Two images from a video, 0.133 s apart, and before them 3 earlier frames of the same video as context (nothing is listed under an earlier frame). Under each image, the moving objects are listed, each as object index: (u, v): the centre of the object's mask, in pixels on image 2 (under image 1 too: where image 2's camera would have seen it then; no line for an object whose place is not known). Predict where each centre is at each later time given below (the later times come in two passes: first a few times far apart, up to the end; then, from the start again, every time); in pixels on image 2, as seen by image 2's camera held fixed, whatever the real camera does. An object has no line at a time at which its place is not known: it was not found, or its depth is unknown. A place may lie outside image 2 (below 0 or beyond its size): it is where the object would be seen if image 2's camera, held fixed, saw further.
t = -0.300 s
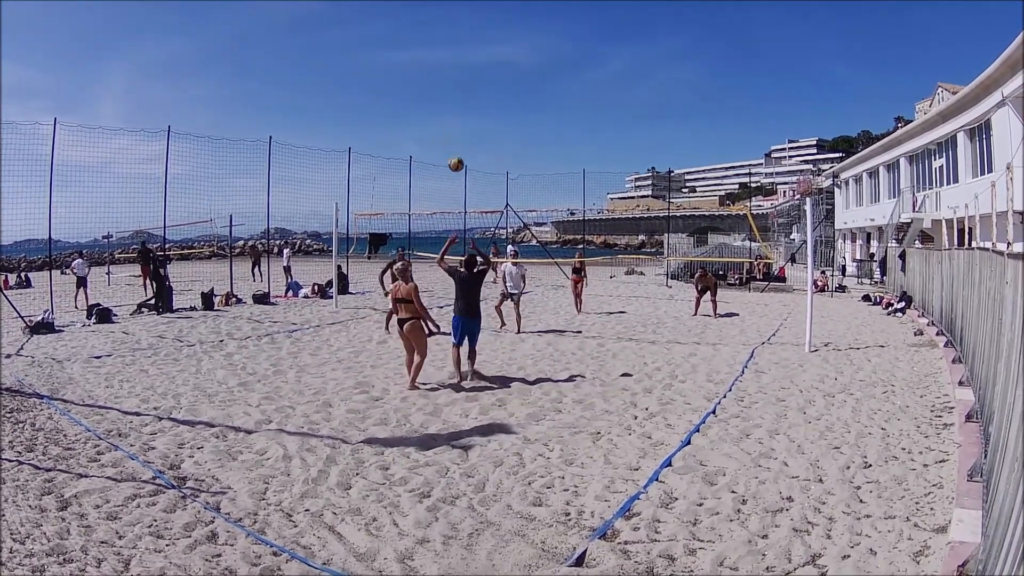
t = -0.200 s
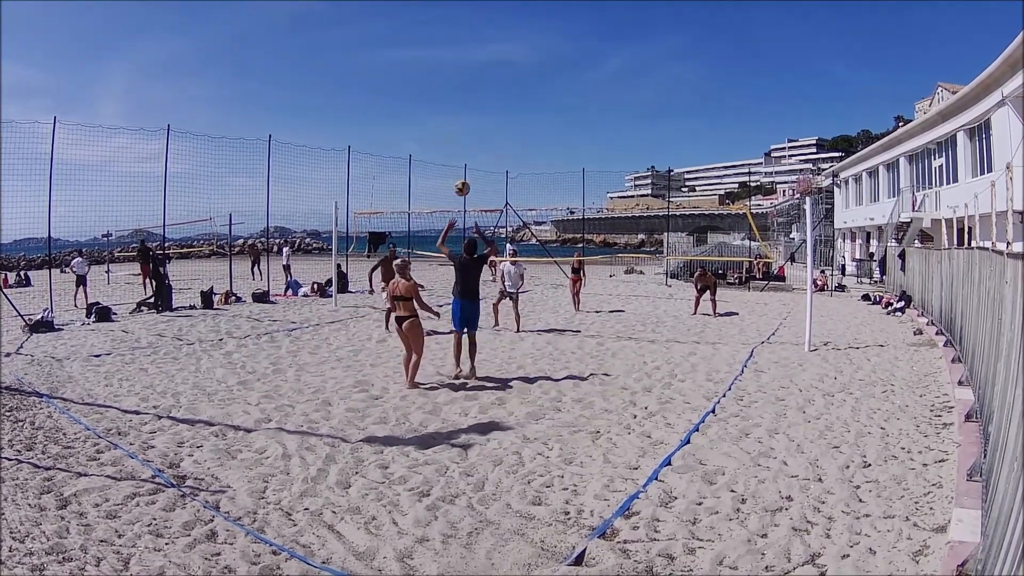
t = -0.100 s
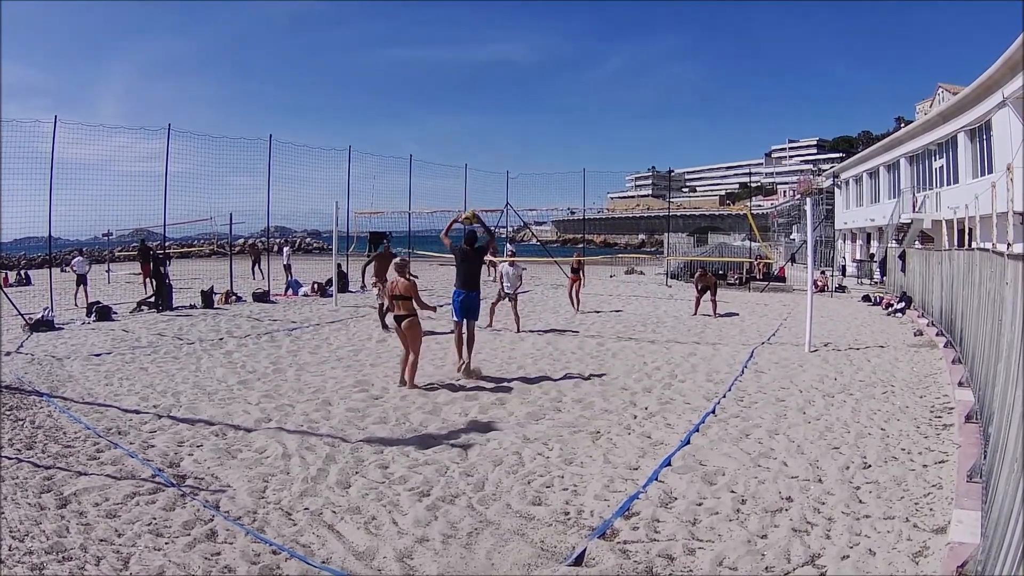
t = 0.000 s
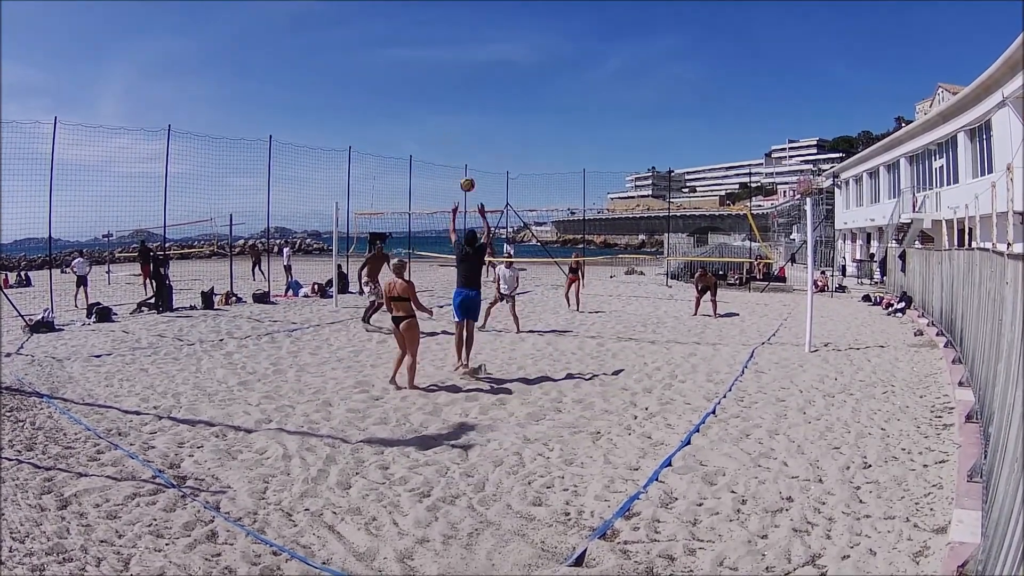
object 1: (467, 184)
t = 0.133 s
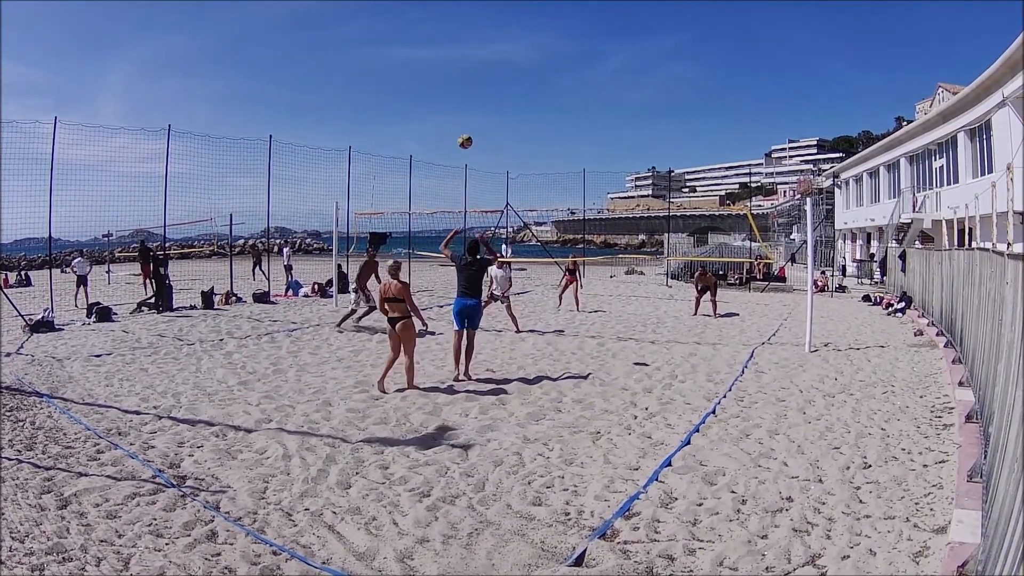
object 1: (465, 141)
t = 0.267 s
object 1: (463, 115)
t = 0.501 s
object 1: (462, 99)
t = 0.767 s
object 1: (462, 119)
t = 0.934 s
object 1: (462, 148)
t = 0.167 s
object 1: (464, 133)
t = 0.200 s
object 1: (464, 126)
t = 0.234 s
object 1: (464, 120)
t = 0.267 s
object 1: (463, 115)
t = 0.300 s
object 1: (463, 110)
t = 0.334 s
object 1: (463, 106)
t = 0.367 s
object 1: (463, 104)
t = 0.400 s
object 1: (463, 102)
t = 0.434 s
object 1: (462, 100)
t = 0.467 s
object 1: (462, 99)
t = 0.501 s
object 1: (462, 99)
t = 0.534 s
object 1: (462, 100)
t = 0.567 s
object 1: (462, 101)
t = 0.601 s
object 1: (462, 103)
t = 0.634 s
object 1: (462, 105)
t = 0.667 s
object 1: (462, 108)
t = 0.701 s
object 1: (462, 111)
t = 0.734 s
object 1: (462, 115)
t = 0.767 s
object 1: (462, 119)
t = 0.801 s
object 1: (462, 124)
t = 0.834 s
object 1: (462, 129)
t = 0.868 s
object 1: (462, 135)
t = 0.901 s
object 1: (462, 141)
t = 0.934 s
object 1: (462, 148)
